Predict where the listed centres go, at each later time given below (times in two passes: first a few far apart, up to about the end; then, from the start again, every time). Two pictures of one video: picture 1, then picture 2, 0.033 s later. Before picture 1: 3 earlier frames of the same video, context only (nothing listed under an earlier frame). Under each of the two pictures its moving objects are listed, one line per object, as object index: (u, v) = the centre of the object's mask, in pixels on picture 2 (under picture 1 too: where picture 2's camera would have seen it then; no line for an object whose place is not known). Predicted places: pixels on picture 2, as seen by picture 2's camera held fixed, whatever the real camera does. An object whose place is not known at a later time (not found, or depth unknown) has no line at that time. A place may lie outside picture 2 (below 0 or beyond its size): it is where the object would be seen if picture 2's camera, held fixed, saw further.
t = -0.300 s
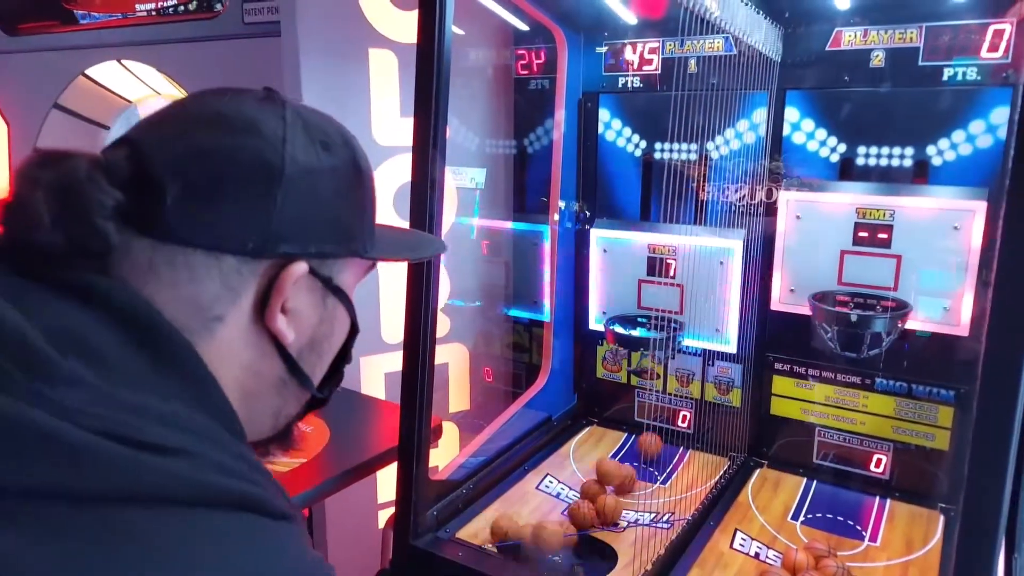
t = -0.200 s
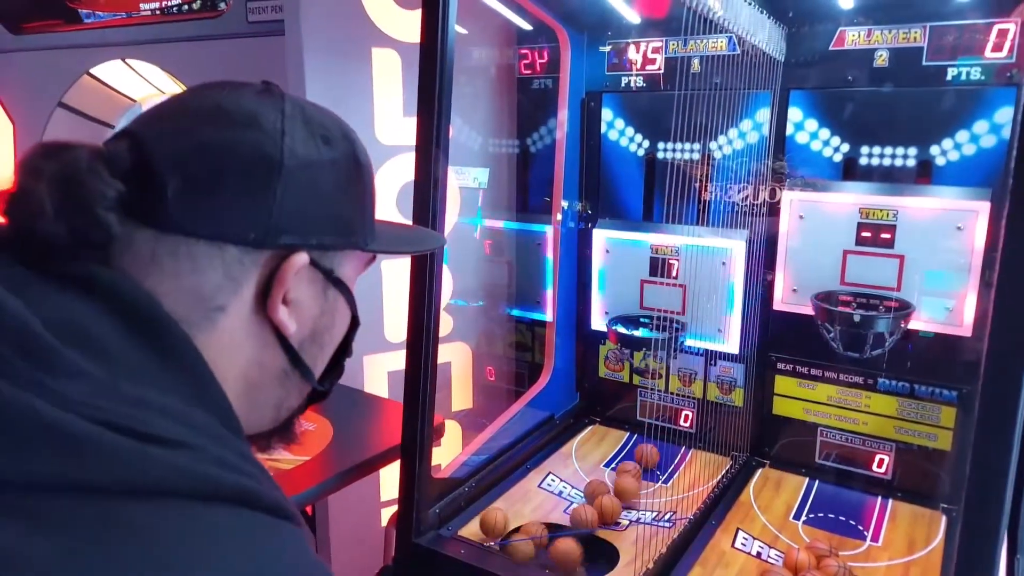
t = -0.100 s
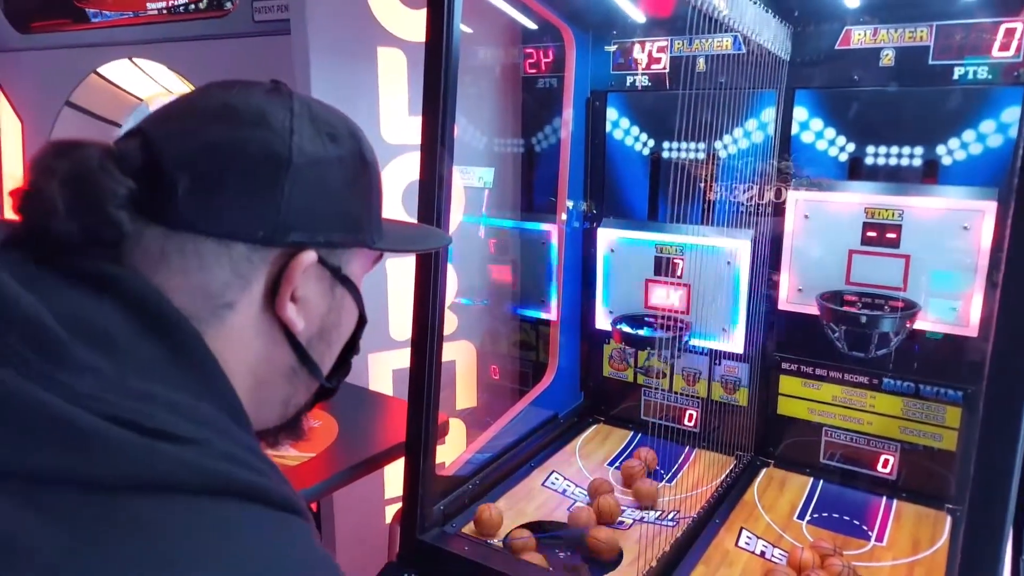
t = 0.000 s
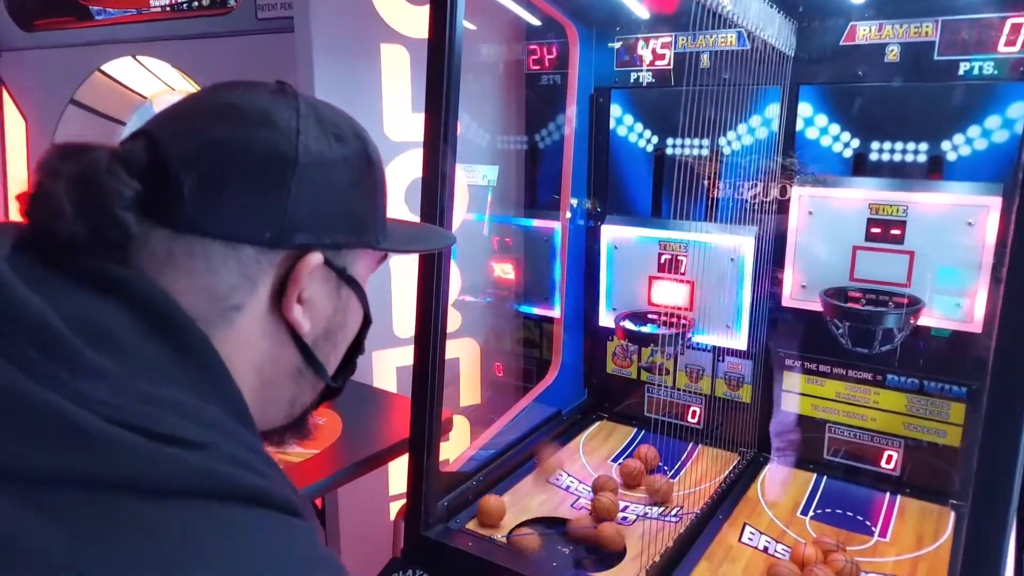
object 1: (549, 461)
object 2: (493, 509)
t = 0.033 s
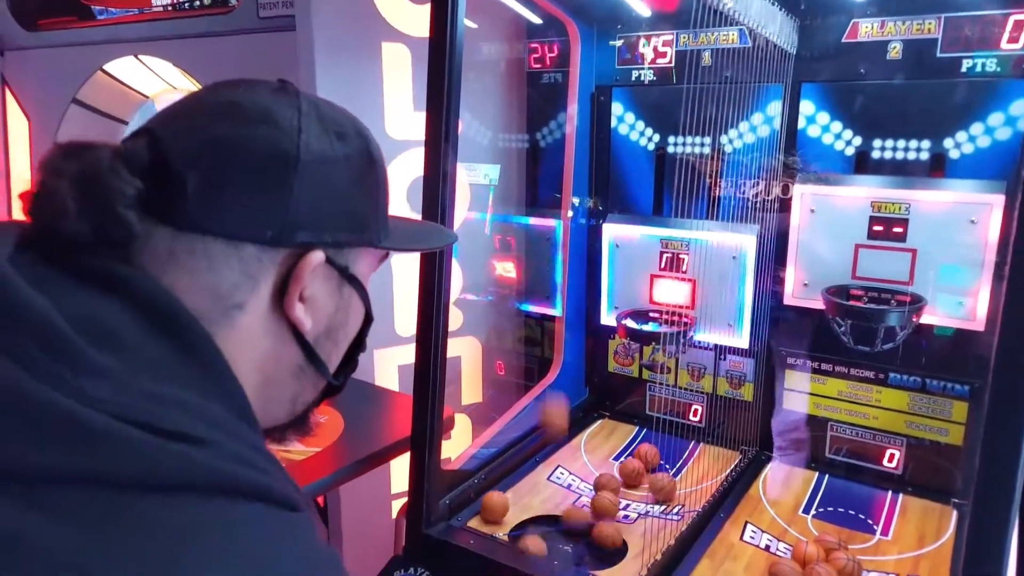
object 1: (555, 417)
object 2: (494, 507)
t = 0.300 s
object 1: (570, 234)
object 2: (530, 505)
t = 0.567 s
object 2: (543, 496)
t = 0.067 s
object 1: (555, 369)
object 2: (496, 506)
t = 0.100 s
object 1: (556, 331)
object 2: (499, 504)
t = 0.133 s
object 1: (561, 297)
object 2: (502, 504)
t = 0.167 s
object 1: (562, 271)
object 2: (507, 503)
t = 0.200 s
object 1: (563, 253)
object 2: (512, 504)
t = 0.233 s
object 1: (565, 239)
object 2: (518, 504)
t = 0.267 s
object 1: (568, 234)
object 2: (524, 505)
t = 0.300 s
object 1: (570, 234)
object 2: (530, 505)
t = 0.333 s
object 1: (571, 241)
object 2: (535, 503)
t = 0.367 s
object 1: (573, 256)
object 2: (540, 503)
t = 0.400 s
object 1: (575, 275)
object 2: (547, 501)
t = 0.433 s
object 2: (547, 501)
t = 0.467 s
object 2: (546, 499)
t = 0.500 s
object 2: (543, 498)
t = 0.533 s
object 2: (543, 497)
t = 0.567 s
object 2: (543, 496)
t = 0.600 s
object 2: (545, 496)
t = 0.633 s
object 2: (546, 496)
